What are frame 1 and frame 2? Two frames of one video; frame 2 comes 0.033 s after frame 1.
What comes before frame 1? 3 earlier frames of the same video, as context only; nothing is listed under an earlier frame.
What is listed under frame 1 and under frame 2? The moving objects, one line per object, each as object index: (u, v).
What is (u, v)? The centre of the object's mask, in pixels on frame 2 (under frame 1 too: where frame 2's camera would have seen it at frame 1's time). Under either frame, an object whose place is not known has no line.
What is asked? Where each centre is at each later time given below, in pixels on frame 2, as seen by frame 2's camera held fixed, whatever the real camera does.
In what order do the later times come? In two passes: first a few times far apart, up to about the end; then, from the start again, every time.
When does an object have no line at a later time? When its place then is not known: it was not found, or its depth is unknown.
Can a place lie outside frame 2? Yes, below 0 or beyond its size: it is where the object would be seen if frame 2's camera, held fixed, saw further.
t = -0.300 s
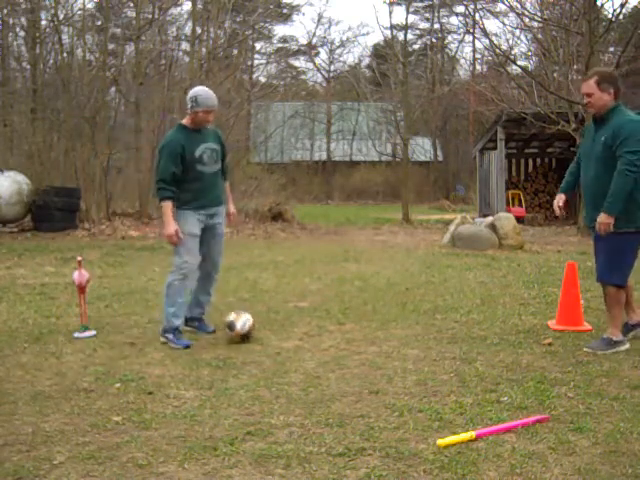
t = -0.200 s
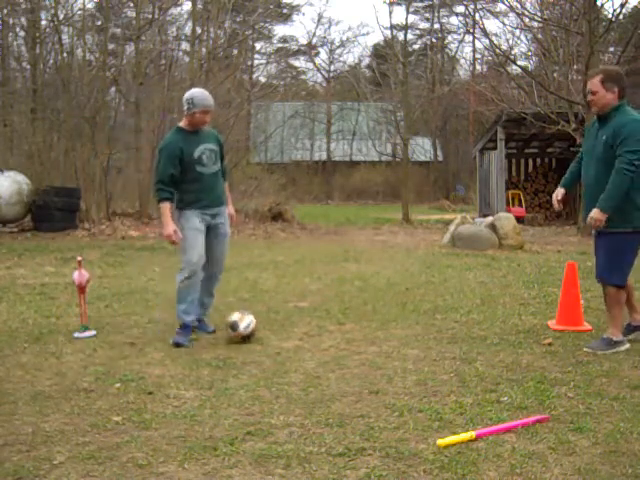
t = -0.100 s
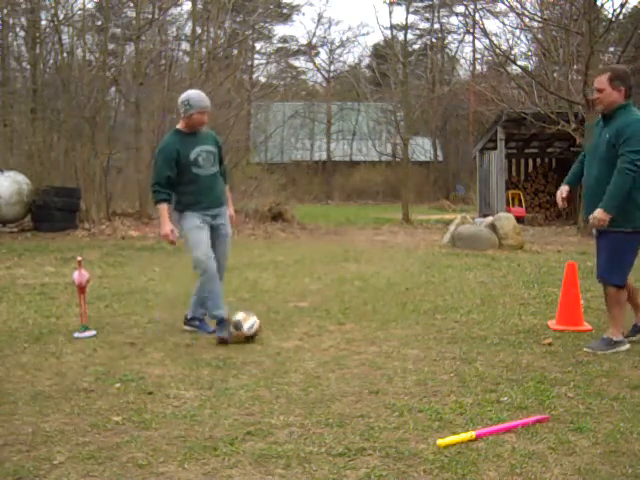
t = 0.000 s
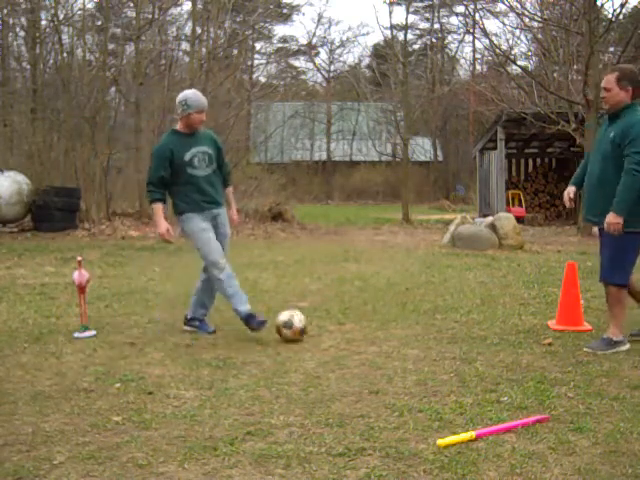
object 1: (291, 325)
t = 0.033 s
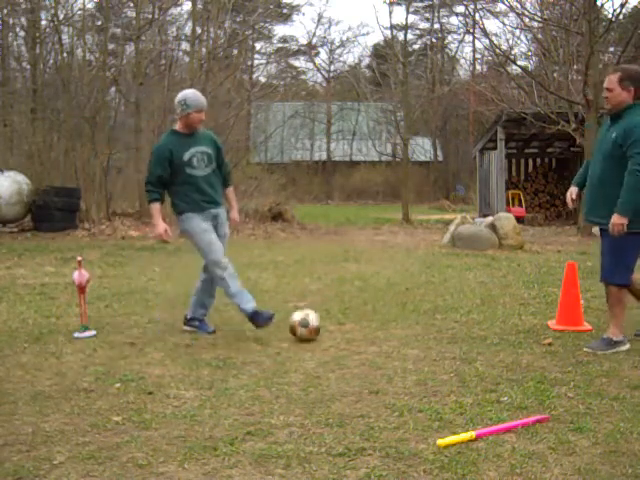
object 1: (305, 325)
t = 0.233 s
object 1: (368, 323)
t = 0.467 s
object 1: (419, 320)
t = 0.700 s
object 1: (463, 317)
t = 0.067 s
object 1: (317, 324)
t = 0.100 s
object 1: (330, 325)
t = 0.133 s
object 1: (340, 324)
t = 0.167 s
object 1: (351, 324)
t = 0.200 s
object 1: (360, 324)
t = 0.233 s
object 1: (368, 323)
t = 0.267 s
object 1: (376, 322)
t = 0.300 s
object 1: (382, 322)
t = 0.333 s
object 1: (391, 321)
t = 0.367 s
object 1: (398, 322)
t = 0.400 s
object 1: (404, 321)
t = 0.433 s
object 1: (412, 321)
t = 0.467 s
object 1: (419, 320)
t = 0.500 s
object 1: (425, 321)
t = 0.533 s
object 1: (432, 321)
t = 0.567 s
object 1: (438, 320)
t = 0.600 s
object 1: (445, 320)
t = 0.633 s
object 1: (450, 320)
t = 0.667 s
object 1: (456, 318)
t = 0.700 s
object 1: (463, 317)
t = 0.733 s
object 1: (468, 317)
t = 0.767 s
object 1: (474, 317)
